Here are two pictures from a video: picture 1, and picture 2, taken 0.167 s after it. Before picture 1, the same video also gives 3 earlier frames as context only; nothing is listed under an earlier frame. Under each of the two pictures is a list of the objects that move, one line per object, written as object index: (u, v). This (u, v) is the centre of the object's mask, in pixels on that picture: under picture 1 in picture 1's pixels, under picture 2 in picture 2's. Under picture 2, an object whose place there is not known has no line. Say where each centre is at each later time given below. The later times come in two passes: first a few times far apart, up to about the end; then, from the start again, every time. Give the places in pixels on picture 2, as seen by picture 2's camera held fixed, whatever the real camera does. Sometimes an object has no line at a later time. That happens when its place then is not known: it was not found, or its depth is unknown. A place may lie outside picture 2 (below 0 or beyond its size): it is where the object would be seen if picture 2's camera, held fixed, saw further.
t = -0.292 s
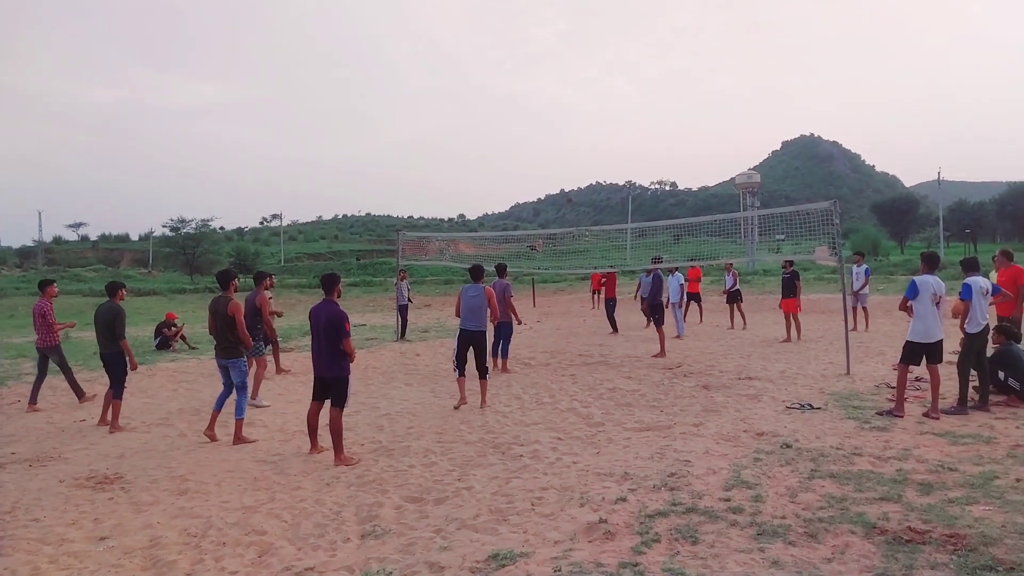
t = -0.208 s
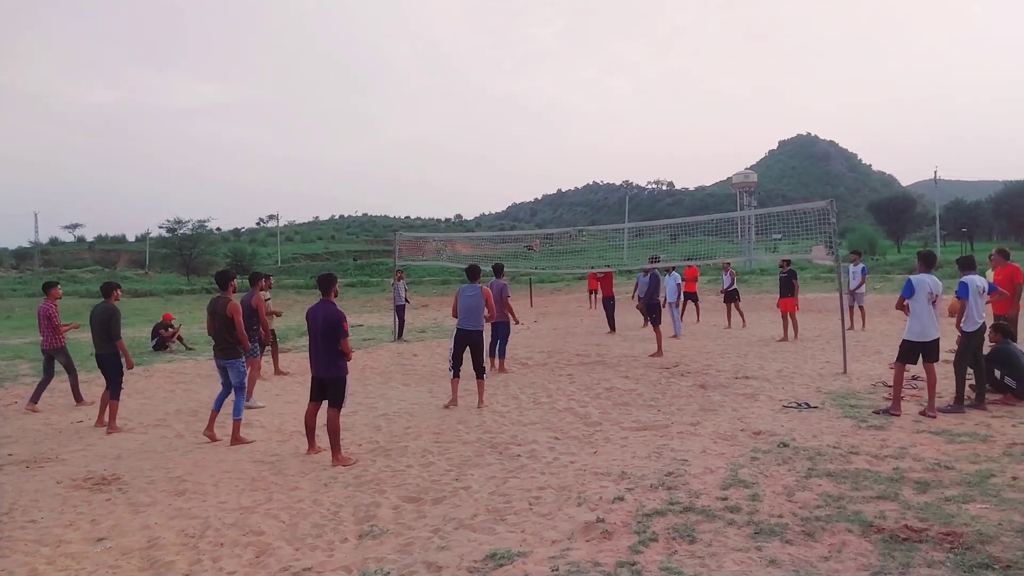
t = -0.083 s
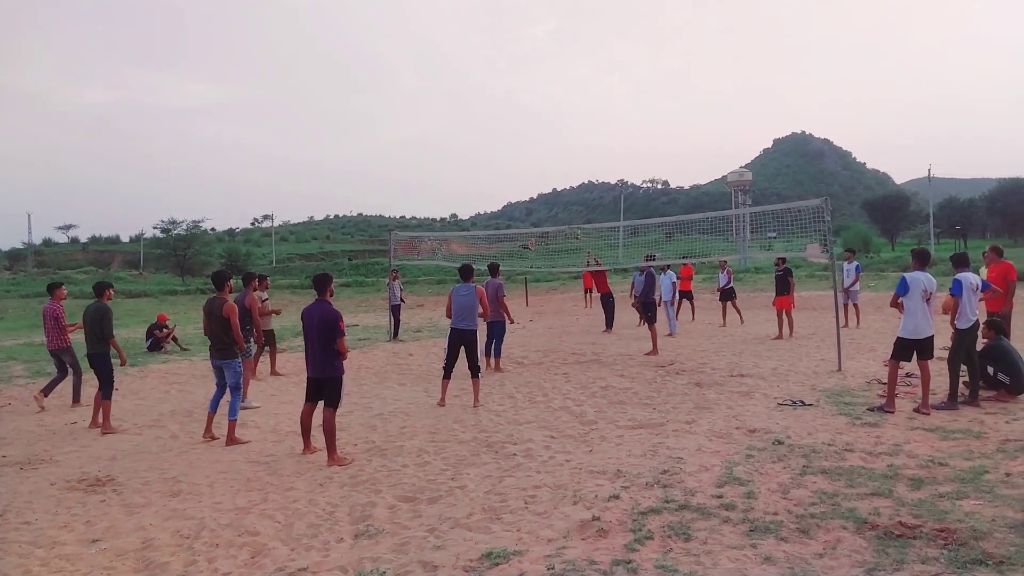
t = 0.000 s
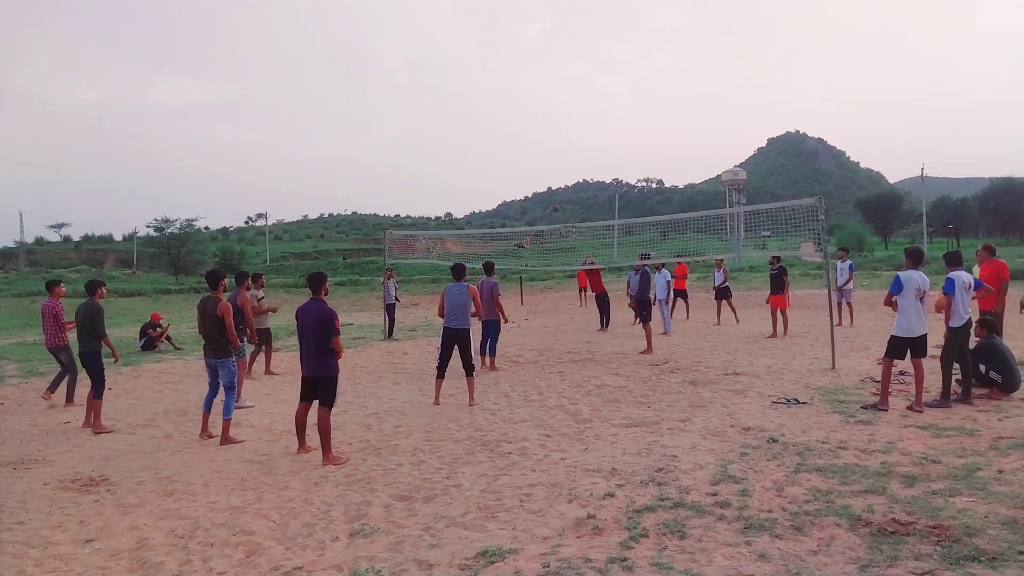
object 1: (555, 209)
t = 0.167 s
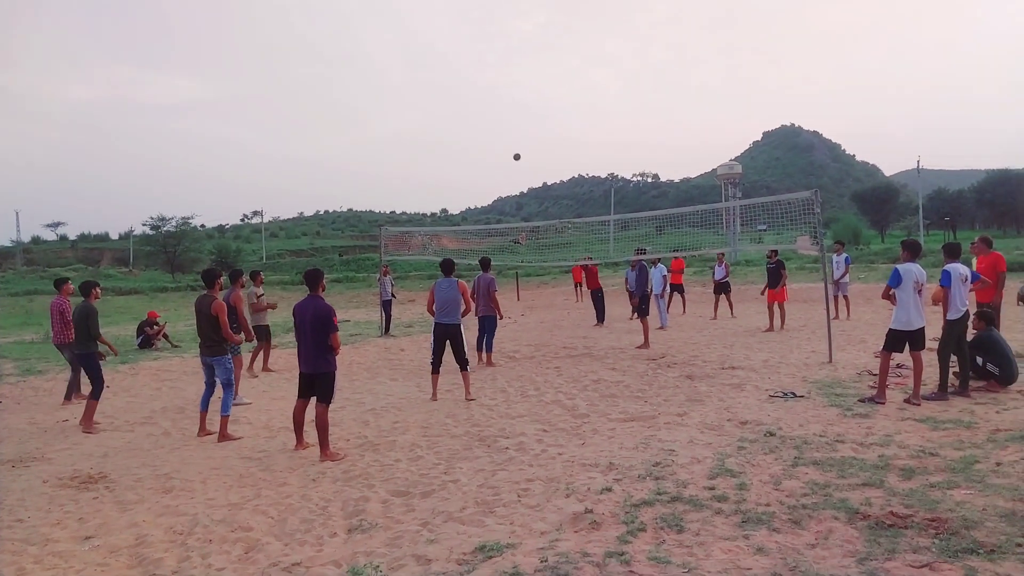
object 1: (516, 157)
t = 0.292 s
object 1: (488, 127)
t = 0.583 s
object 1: (415, 80)
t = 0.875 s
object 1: (334, 75)
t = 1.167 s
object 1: (239, 123)
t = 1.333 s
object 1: (176, 181)
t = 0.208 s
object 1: (506, 146)
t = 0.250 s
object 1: (497, 136)
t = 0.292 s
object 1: (488, 127)
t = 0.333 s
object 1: (479, 118)
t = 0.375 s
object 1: (469, 110)
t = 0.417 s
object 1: (459, 103)
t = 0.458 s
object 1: (448, 96)
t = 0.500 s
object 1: (437, 90)
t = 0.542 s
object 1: (427, 85)
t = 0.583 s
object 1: (415, 80)
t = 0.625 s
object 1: (404, 77)
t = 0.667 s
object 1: (393, 75)
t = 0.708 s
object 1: (382, 73)
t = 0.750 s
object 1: (370, 72)
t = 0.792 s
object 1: (358, 72)
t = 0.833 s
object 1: (346, 72)
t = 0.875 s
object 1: (334, 75)
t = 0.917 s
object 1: (323, 77)
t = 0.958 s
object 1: (310, 82)
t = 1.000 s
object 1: (296, 88)
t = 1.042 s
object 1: (281, 94)
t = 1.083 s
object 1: (267, 103)
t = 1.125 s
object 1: (253, 112)
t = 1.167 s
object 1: (239, 123)
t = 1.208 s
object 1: (224, 135)
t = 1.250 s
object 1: (208, 149)
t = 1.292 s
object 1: (193, 164)
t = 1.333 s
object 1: (176, 181)
